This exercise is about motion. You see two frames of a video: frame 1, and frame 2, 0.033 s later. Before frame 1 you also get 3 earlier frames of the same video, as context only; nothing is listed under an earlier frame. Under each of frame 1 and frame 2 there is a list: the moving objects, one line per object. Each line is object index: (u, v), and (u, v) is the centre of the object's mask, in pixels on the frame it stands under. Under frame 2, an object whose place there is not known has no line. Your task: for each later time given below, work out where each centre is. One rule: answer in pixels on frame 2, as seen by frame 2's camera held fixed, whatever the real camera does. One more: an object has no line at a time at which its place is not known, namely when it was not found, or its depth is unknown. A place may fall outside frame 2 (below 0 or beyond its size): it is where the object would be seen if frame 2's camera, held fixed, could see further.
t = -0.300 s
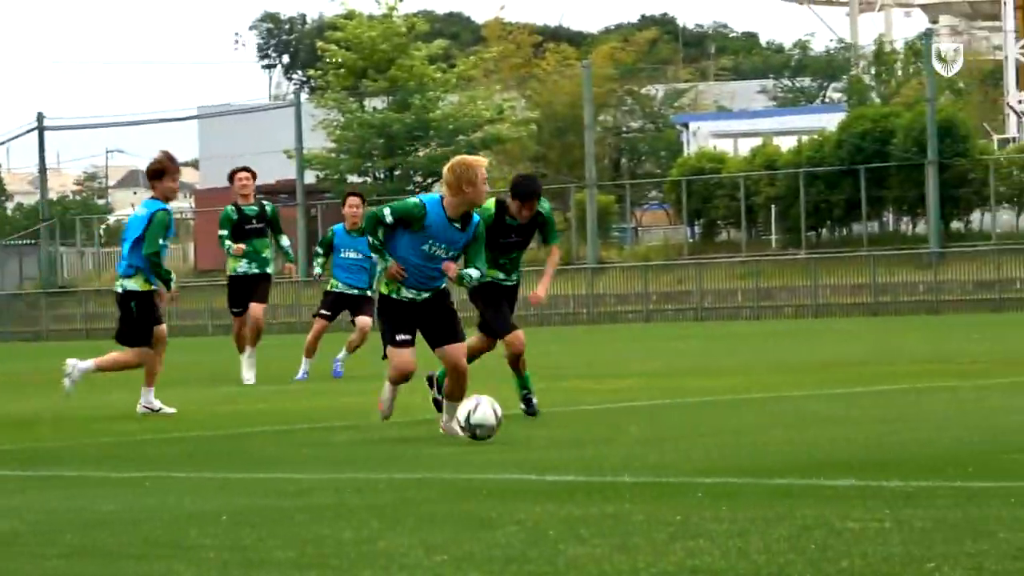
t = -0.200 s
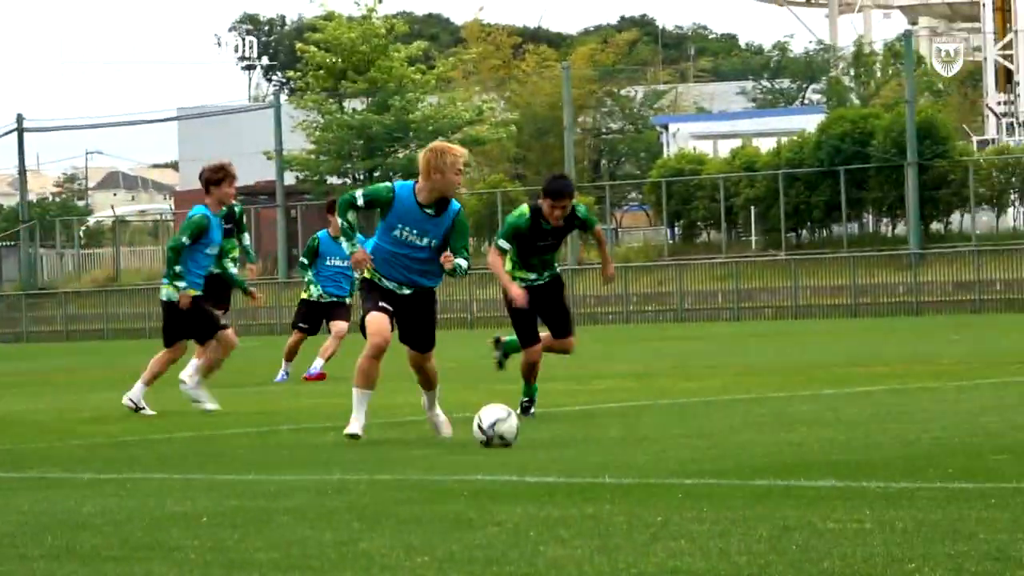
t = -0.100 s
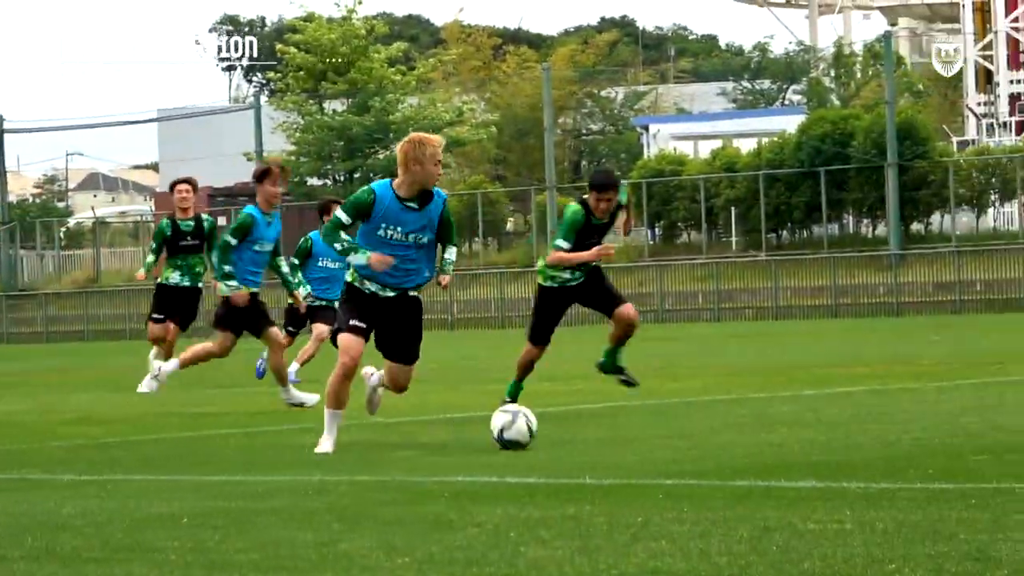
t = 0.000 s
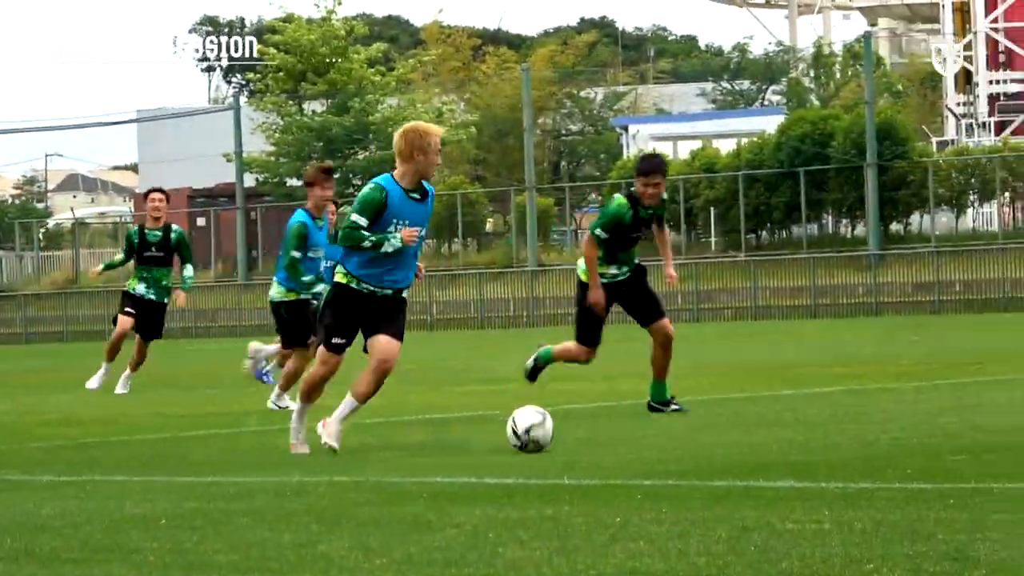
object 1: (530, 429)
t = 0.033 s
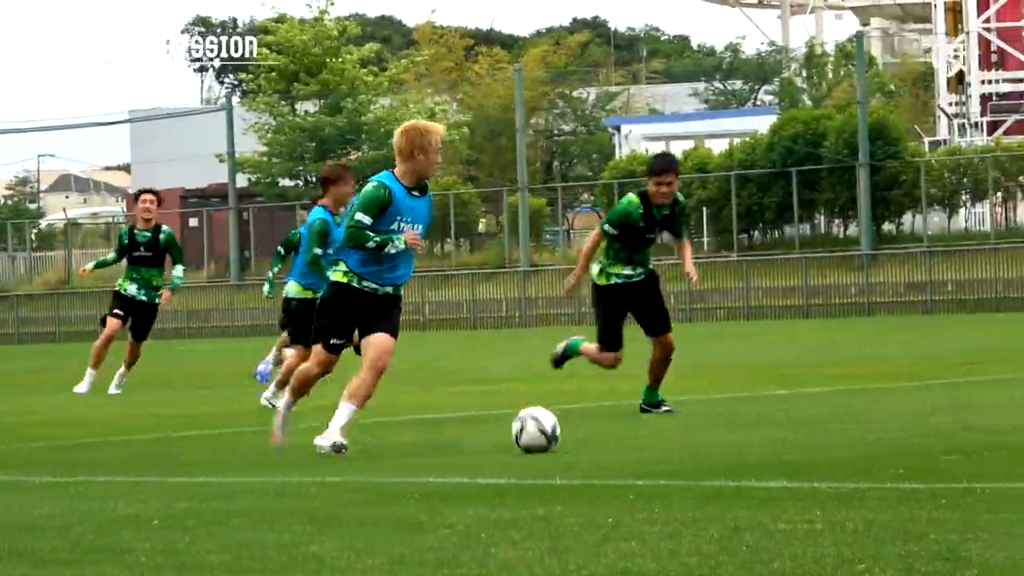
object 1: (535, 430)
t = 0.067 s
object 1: (547, 431)
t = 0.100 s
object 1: (559, 430)
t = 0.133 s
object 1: (571, 430)
